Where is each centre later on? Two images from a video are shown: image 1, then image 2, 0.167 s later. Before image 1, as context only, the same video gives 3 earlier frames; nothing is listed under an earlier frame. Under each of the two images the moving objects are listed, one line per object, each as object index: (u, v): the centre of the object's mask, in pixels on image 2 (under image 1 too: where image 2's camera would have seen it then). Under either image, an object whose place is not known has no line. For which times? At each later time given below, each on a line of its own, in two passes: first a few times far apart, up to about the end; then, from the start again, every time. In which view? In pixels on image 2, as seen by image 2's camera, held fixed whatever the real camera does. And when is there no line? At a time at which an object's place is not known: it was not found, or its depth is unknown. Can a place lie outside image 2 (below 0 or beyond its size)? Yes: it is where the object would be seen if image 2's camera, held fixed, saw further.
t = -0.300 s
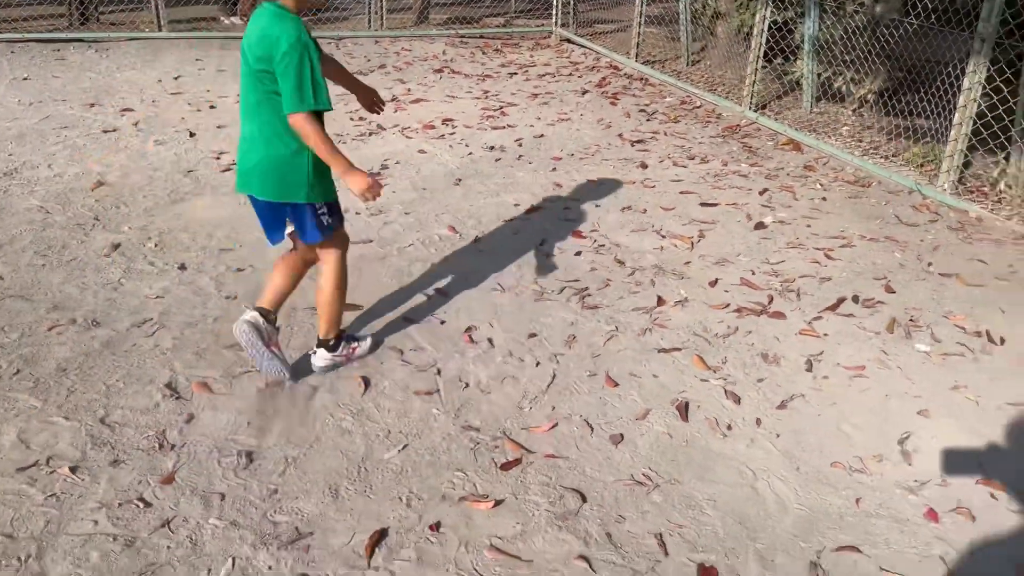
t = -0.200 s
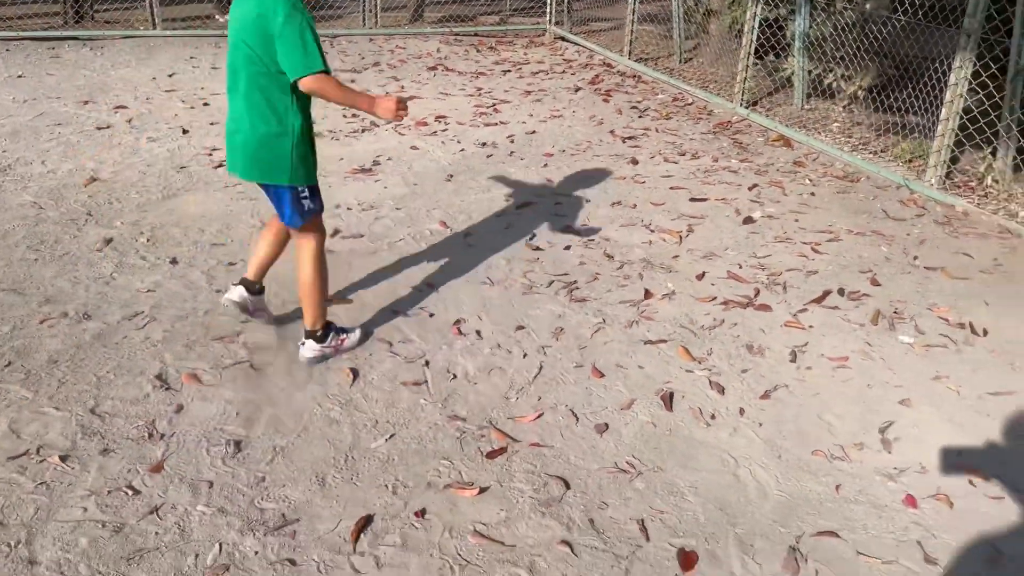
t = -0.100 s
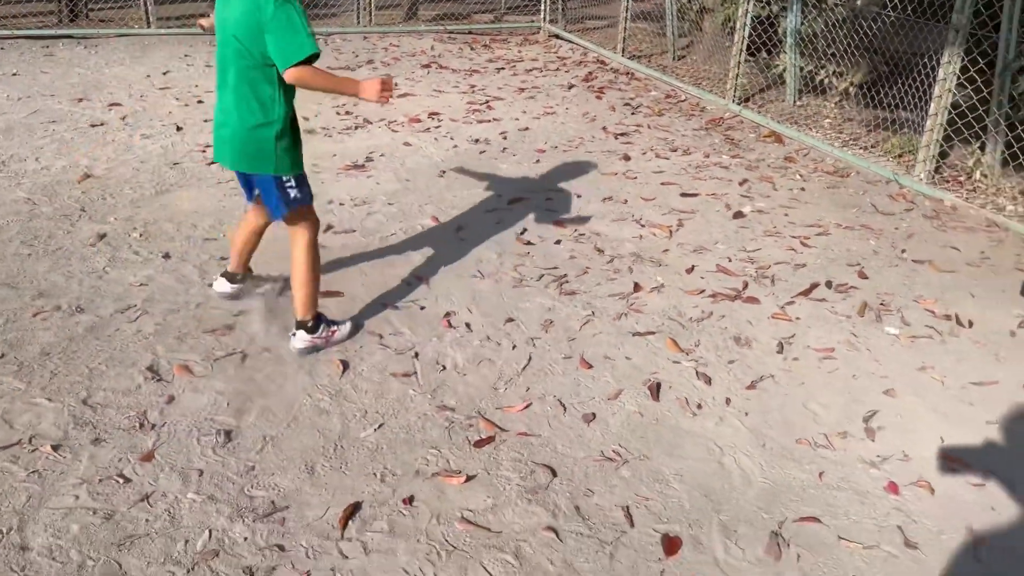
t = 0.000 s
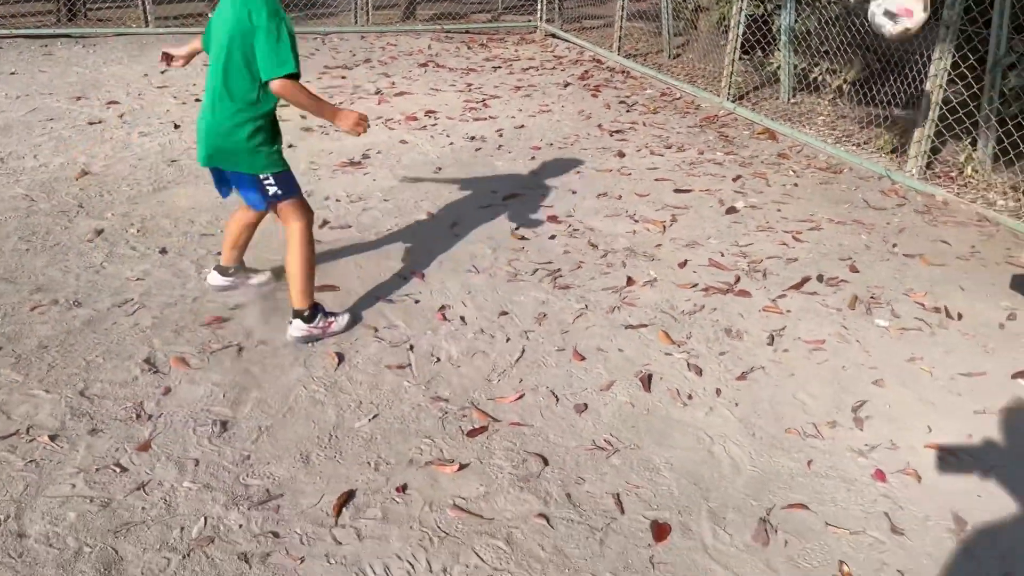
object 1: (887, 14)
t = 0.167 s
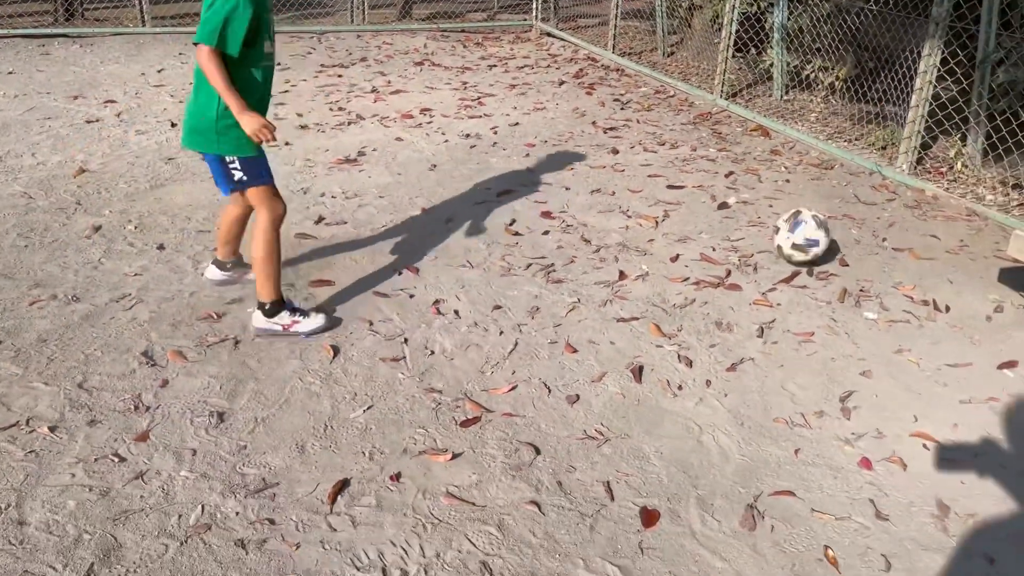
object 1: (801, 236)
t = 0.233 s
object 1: (793, 203)
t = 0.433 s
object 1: (769, 48)
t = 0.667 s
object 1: (703, 11)
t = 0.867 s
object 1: (615, 111)
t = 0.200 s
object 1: (795, 235)
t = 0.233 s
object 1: (793, 203)
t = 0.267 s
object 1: (791, 173)
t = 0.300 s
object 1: (788, 145)
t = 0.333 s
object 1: (783, 118)
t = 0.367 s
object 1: (779, 93)
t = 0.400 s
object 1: (775, 69)
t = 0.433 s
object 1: (769, 48)
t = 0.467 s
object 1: (762, 31)
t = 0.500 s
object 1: (754, 21)
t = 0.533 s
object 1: (746, 15)
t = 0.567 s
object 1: (736, 12)
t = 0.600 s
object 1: (726, 10)
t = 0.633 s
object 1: (715, 9)
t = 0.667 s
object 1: (703, 11)
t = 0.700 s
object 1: (690, 14)
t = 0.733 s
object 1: (677, 21)
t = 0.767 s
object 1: (662, 30)
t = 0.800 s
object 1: (647, 51)
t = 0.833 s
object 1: (630, 78)
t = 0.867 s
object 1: (615, 111)
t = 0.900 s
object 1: (596, 148)
